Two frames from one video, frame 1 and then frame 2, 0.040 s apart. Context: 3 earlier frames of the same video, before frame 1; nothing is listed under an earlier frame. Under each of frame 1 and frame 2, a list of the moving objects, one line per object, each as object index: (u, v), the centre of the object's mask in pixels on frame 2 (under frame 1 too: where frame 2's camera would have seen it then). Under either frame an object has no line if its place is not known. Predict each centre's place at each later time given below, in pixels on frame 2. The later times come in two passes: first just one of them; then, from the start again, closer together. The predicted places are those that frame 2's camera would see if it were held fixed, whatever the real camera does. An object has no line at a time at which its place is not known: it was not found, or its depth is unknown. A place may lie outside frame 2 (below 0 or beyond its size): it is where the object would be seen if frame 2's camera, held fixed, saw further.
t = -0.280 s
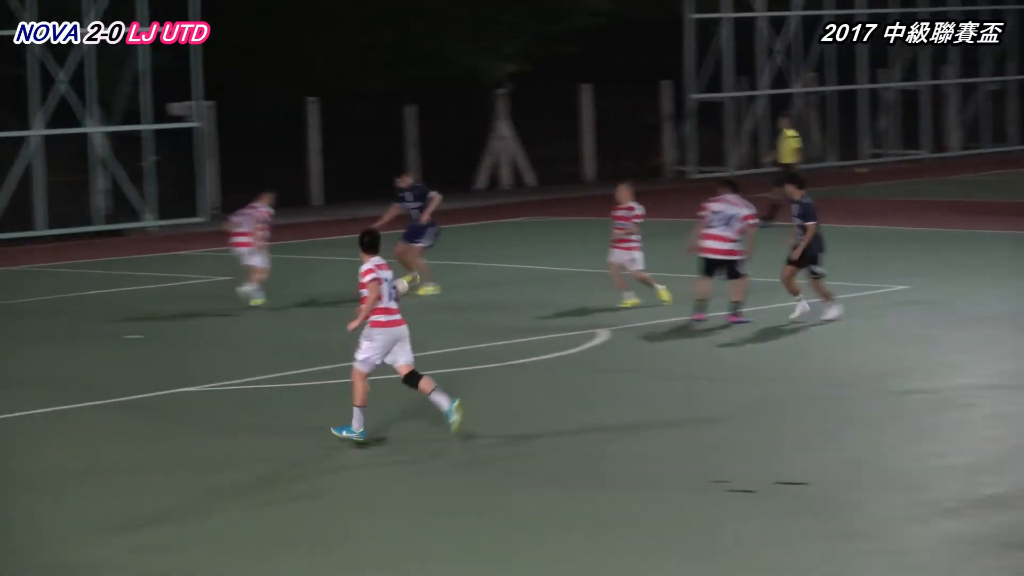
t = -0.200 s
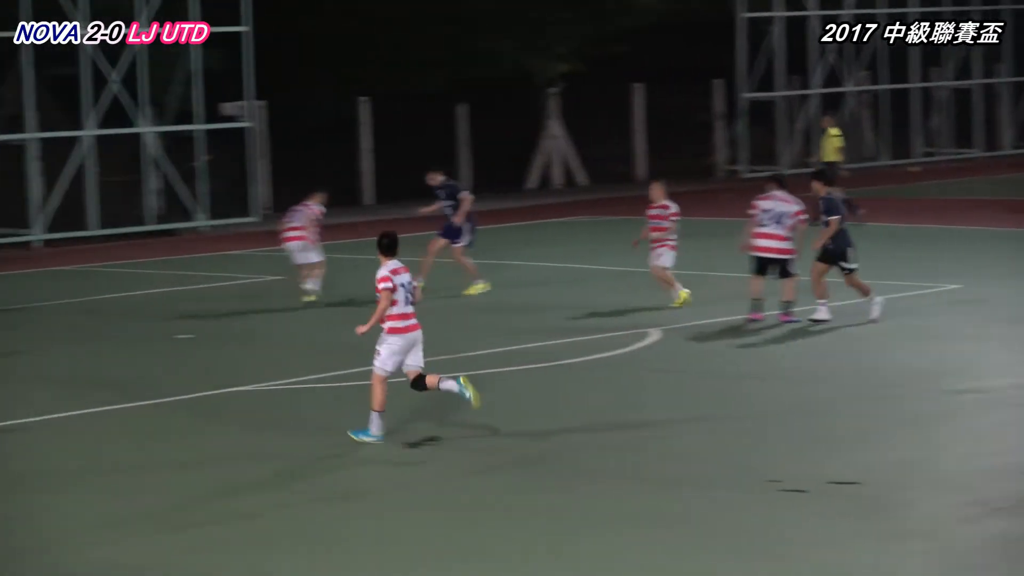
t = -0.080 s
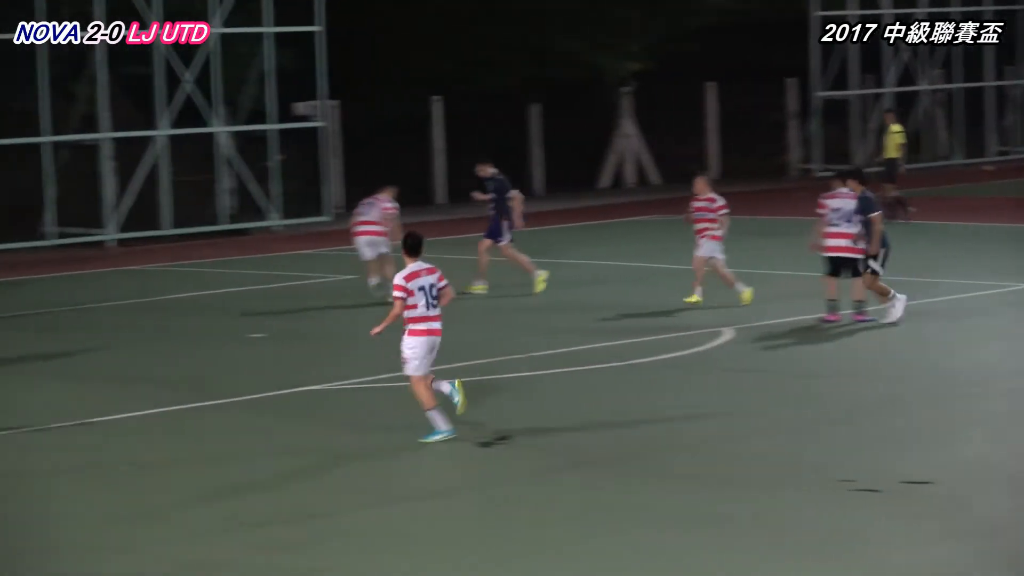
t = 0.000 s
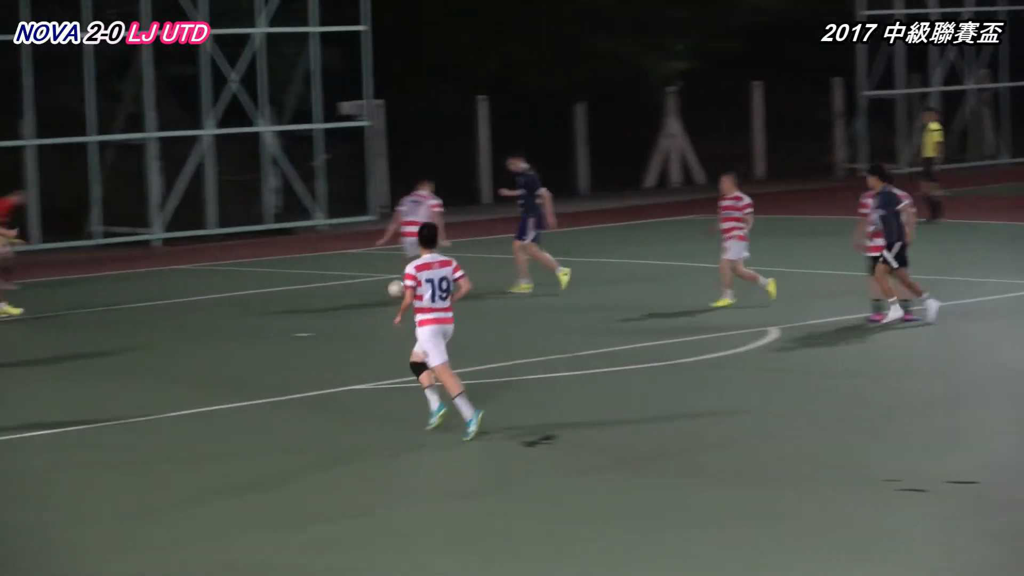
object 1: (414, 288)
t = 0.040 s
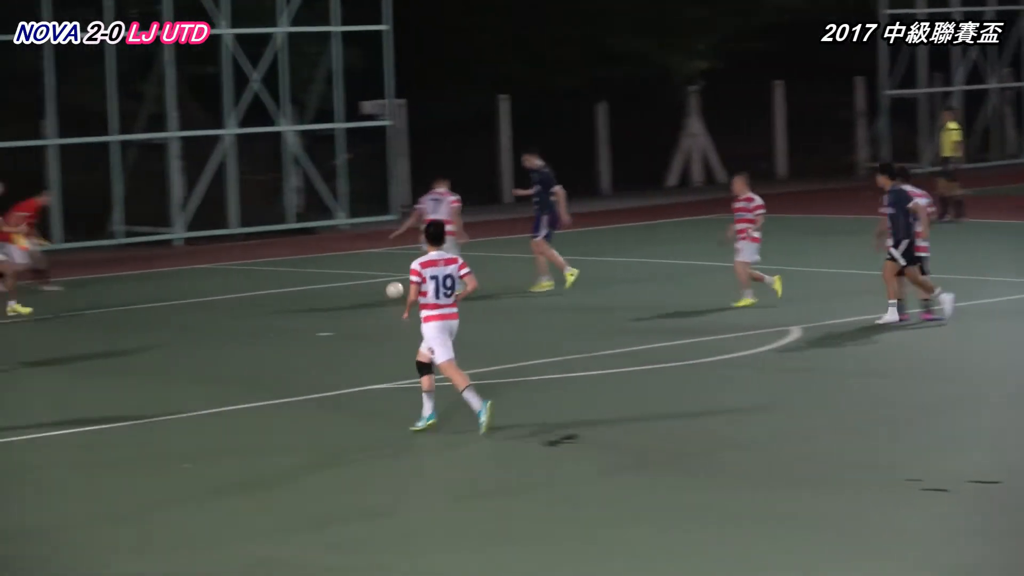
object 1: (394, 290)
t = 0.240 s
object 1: (288, 295)
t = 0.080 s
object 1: (372, 293)
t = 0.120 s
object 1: (353, 292)
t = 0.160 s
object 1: (330, 291)
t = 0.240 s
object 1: (288, 295)
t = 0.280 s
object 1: (268, 298)
